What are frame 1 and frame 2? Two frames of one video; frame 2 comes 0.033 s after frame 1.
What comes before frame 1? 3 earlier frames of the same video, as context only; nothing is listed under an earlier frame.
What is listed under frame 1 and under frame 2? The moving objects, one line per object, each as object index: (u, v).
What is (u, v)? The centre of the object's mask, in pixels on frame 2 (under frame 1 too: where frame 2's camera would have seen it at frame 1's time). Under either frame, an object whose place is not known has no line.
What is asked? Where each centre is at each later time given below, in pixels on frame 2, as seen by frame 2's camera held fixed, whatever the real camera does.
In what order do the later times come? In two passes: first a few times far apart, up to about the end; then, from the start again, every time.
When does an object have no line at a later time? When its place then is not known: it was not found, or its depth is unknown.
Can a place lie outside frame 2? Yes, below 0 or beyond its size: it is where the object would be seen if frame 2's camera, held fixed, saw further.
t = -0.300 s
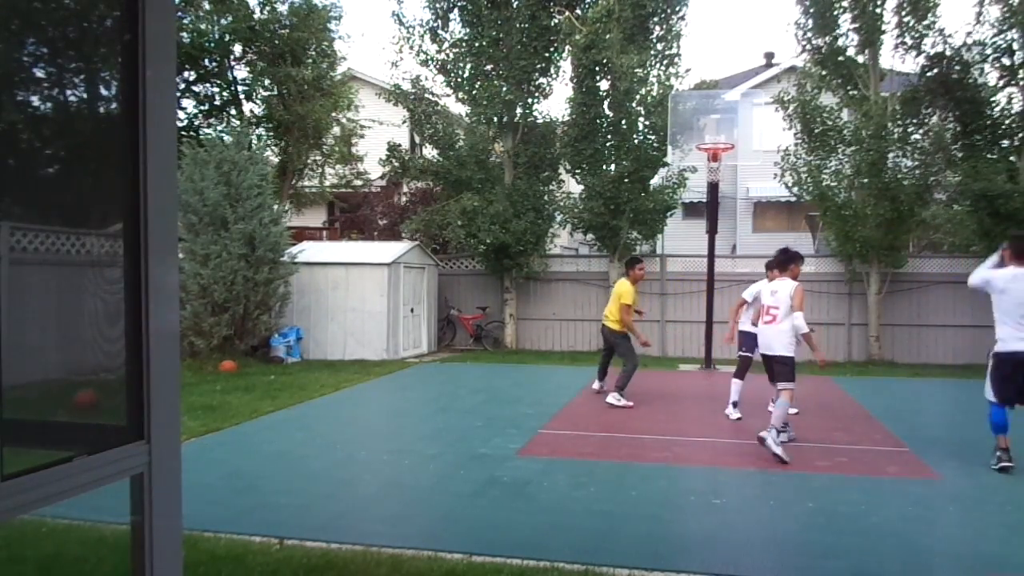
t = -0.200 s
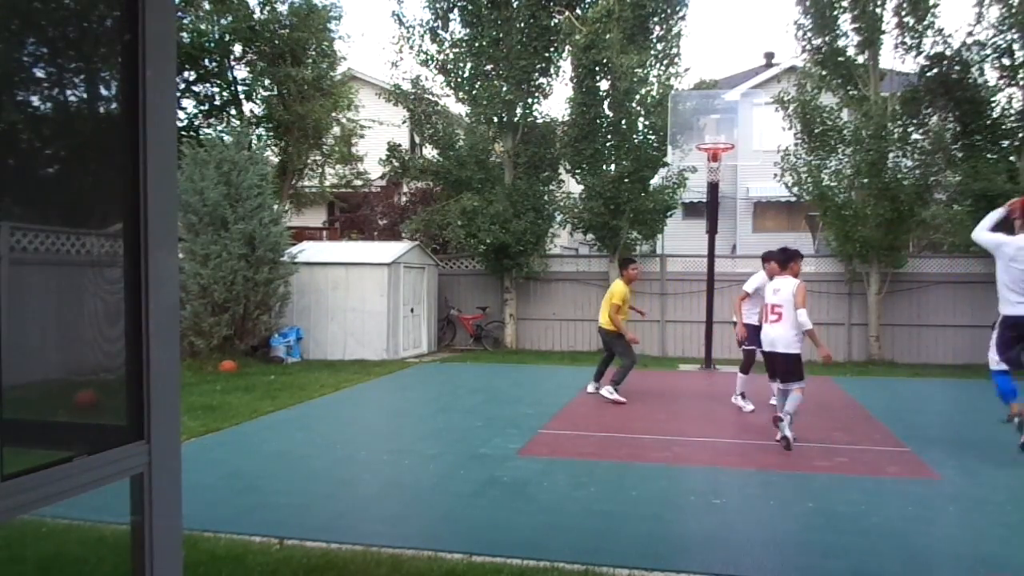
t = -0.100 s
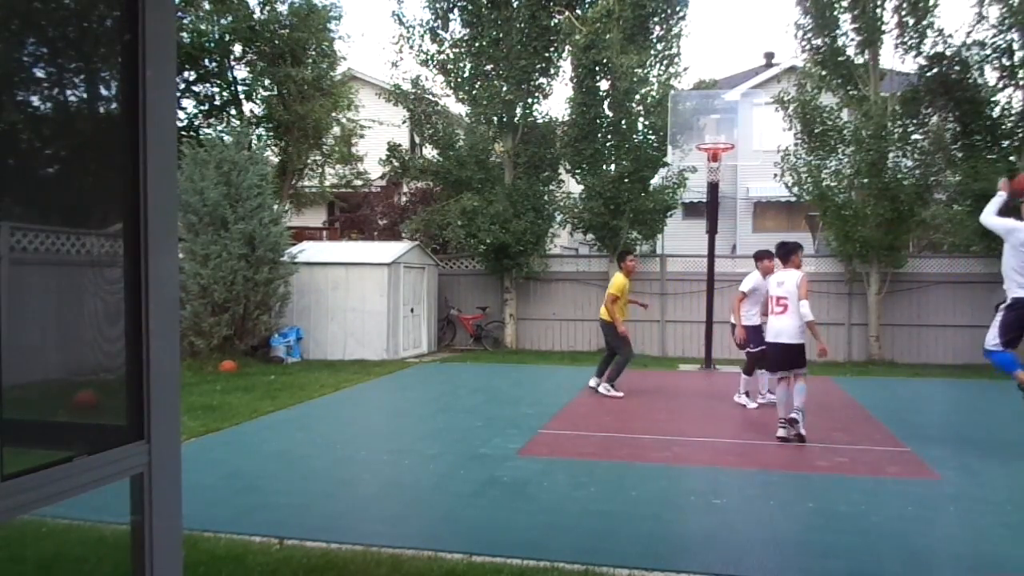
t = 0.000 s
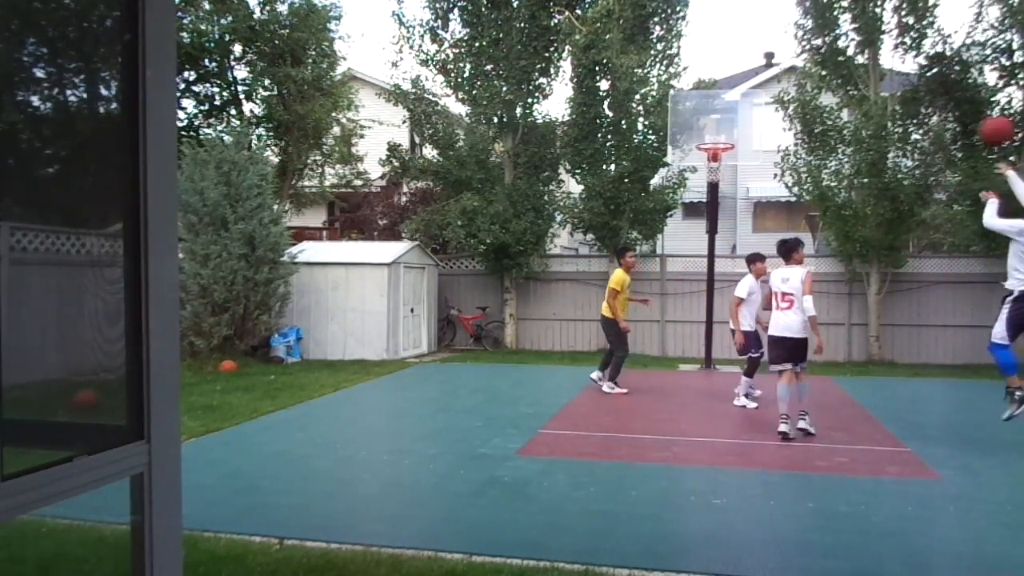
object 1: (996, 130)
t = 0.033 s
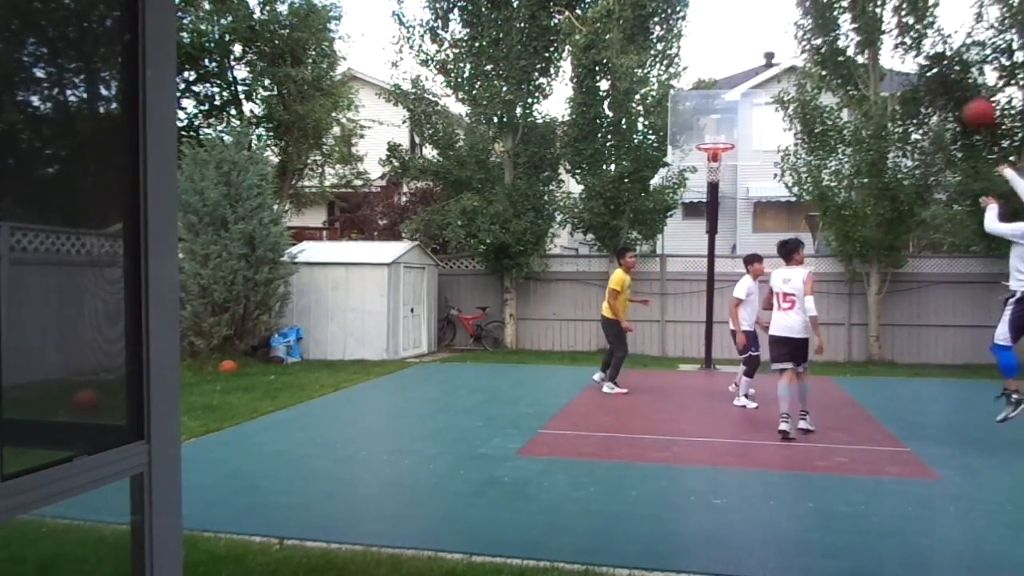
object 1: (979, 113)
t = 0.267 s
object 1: (885, 45)
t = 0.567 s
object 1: (797, 54)
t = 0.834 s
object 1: (737, 117)
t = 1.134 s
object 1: (684, 118)
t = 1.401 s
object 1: (651, 124)
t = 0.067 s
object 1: (966, 98)
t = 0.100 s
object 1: (950, 85)
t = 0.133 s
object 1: (937, 75)
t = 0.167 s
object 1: (924, 65)
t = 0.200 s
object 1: (910, 57)
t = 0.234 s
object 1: (898, 50)
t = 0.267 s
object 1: (885, 45)
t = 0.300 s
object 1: (873, 41)
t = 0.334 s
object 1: (866, 38)
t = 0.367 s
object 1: (855, 38)
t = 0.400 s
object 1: (842, 38)
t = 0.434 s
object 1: (834, 38)
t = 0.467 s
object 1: (824, 40)
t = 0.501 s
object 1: (815, 43)
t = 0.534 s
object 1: (807, 48)
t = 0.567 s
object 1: (797, 54)
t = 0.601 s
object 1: (789, 59)
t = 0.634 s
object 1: (780, 66)
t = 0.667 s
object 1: (773, 72)
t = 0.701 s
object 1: (765, 80)
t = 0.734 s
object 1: (758, 88)
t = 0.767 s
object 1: (751, 97)
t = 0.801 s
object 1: (743, 107)
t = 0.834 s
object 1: (737, 117)
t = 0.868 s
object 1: (730, 128)
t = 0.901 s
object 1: (725, 138)
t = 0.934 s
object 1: (716, 137)
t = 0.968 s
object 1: (706, 139)
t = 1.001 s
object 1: (700, 135)
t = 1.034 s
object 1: (696, 130)
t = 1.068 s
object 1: (692, 125)
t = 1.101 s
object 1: (688, 122)
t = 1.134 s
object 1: (684, 118)
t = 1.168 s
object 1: (680, 116)
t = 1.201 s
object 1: (676, 115)
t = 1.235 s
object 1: (672, 114)
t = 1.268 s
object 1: (667, 114)
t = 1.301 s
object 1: (663, 115)
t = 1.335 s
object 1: (658, 117)
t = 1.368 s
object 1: (655, 119)
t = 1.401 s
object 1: (651, 124)
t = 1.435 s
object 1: (647, 129)
